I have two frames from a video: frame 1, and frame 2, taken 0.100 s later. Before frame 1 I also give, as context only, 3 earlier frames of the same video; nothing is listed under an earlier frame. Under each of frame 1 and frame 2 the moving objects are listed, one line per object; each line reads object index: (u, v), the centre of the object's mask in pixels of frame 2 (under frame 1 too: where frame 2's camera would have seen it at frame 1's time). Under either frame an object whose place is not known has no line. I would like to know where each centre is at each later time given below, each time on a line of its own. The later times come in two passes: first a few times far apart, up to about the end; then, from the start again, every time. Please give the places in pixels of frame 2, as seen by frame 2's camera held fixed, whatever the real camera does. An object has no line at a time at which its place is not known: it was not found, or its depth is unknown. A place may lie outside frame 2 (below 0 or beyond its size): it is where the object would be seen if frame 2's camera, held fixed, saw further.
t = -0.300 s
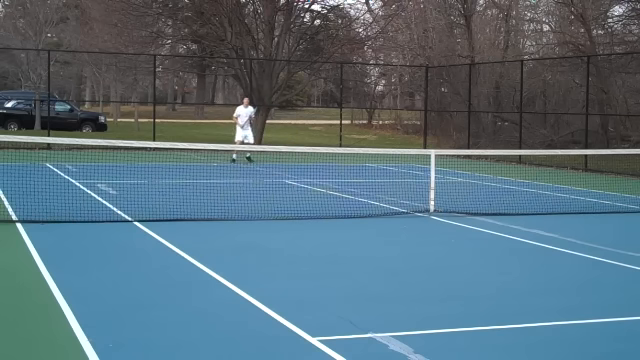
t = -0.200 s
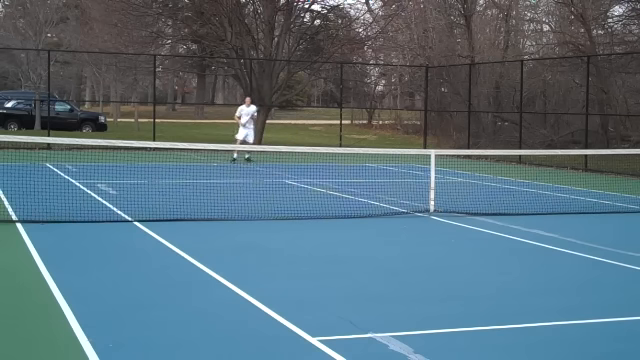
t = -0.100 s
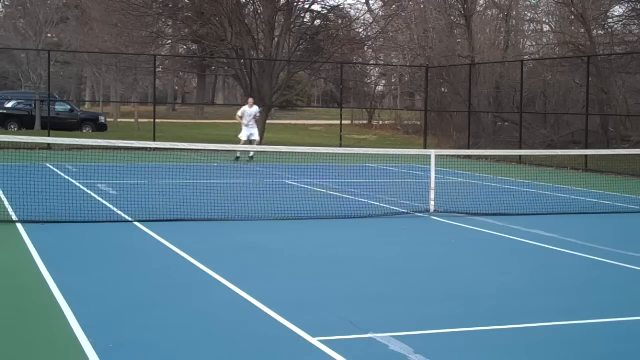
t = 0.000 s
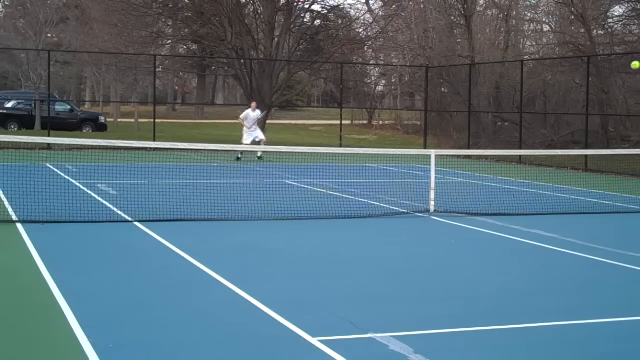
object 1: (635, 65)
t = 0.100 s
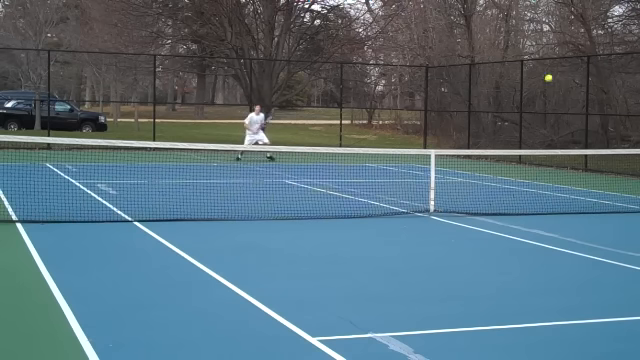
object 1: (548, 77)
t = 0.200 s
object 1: (488, 93)
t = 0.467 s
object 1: (392, 143)
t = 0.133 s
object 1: (526, 83)
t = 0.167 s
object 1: (506, 88)
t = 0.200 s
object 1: (488, 93)
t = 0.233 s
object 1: (472, 100)
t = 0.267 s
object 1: (457, 106)
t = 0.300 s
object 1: (444, 111)
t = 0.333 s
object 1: (432, 117)
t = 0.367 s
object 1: (420, 124)
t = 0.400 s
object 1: (410, 130)
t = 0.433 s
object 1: (401, 136)
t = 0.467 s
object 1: (392, 143)
